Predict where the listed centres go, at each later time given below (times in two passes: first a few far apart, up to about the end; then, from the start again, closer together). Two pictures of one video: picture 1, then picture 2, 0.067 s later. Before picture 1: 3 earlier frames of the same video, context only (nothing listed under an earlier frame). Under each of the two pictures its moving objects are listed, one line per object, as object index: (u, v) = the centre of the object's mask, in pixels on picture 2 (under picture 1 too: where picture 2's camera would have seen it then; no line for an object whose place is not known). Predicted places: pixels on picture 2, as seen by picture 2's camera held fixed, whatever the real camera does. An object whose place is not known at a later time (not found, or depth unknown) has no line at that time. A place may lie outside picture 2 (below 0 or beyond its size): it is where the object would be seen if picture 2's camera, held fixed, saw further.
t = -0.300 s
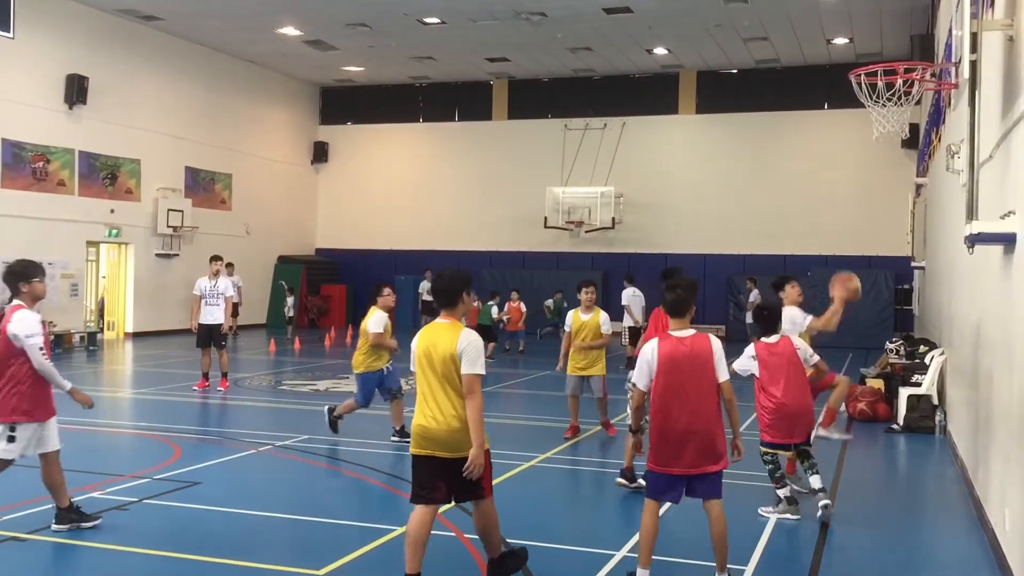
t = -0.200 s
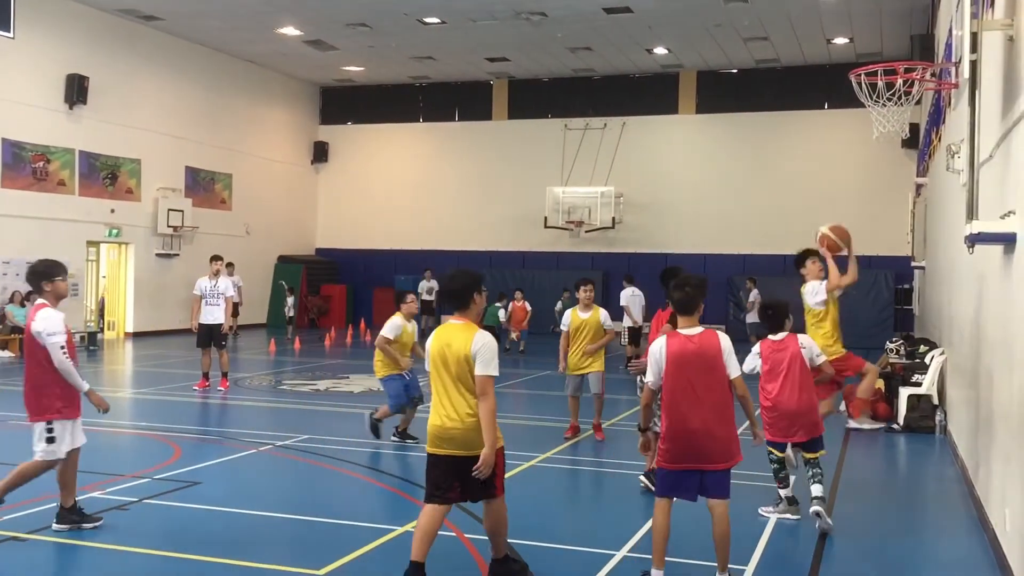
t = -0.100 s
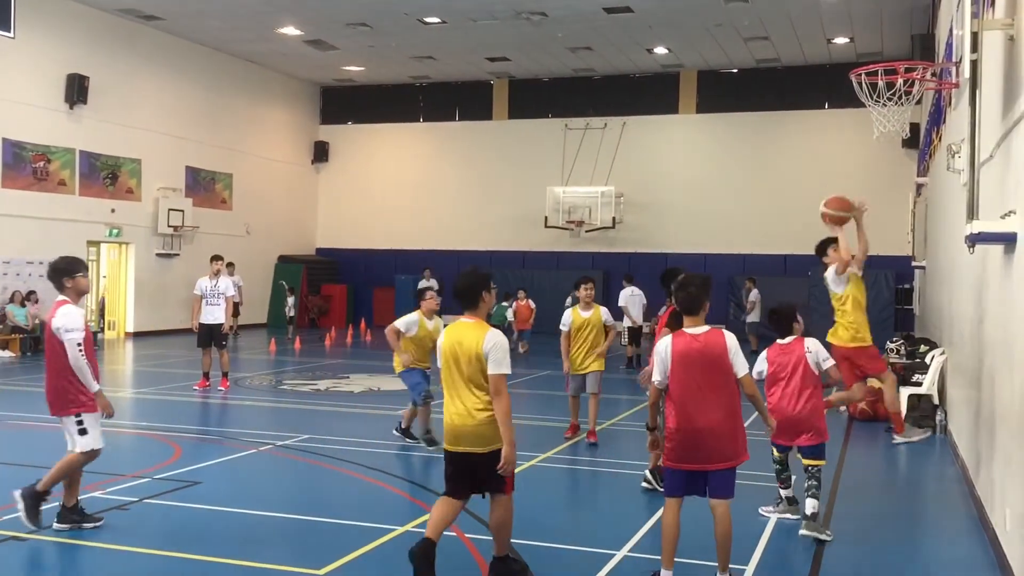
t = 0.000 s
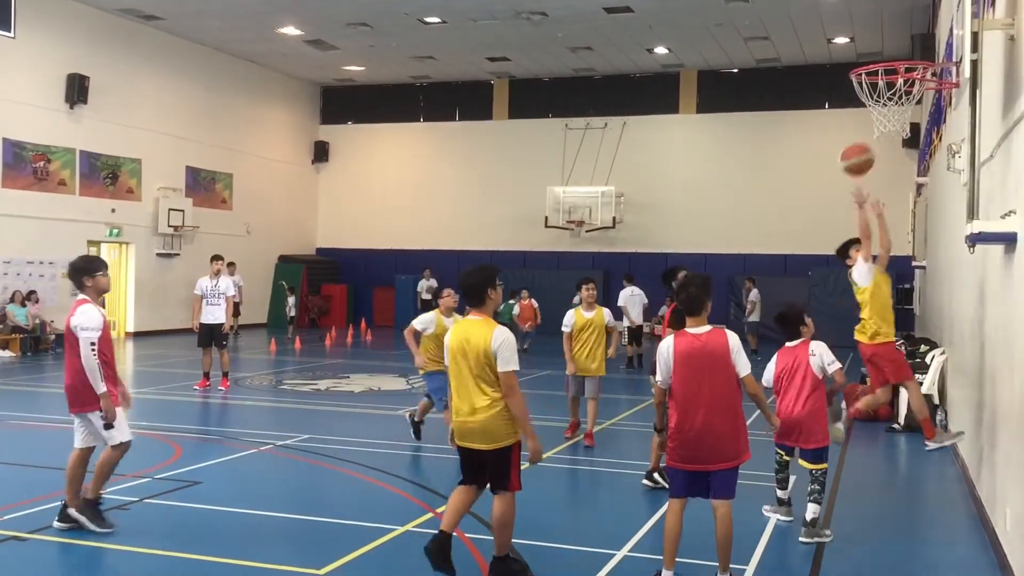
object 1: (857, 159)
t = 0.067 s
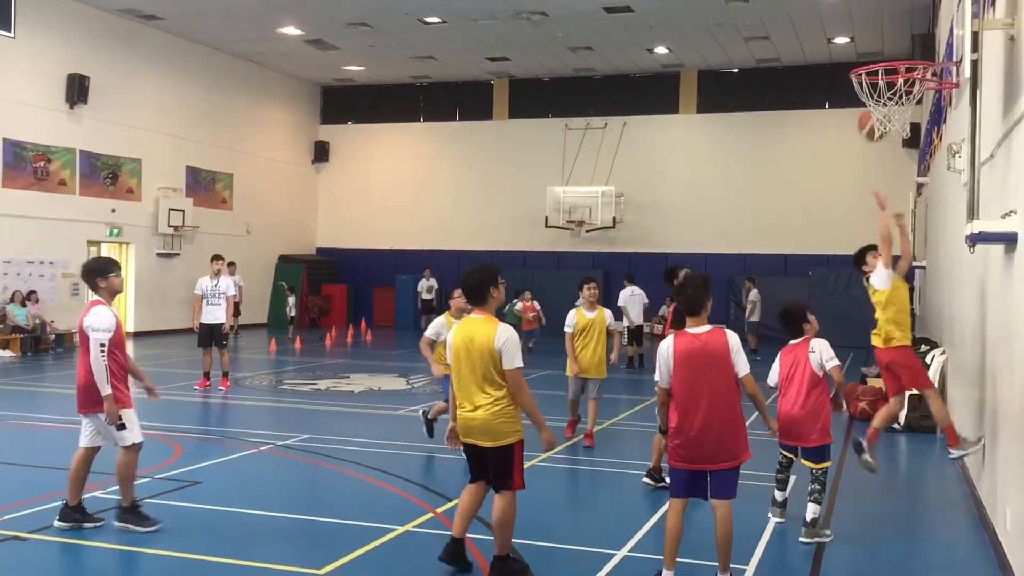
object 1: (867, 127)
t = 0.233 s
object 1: (924, 51)
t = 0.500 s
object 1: (887, 54)
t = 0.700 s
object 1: (880, 114)
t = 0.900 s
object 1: (909, 196)
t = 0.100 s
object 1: (881, 103)
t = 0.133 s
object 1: (894, 91)
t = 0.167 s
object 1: (903, 78)
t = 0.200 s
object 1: (912, 61)
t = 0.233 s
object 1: (924, 51)
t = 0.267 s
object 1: (934, 46)
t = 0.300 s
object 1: (930, 43)
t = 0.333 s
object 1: (923, 42)
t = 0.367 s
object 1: (915, 43)
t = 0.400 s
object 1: (909, 44)
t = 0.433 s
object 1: (904, 46)
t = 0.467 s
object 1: (896, 50)
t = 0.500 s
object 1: (887, 54)
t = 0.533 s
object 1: (878, 71)
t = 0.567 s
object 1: (872, 84)
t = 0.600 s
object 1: (870, 91)
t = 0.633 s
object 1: (871, 98)
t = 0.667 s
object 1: (875, 108)
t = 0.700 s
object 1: (880, 114)
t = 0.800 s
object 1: (896, 147)
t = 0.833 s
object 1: (900, 161)
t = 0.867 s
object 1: (904, 177)
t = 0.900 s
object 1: (909, 196)
